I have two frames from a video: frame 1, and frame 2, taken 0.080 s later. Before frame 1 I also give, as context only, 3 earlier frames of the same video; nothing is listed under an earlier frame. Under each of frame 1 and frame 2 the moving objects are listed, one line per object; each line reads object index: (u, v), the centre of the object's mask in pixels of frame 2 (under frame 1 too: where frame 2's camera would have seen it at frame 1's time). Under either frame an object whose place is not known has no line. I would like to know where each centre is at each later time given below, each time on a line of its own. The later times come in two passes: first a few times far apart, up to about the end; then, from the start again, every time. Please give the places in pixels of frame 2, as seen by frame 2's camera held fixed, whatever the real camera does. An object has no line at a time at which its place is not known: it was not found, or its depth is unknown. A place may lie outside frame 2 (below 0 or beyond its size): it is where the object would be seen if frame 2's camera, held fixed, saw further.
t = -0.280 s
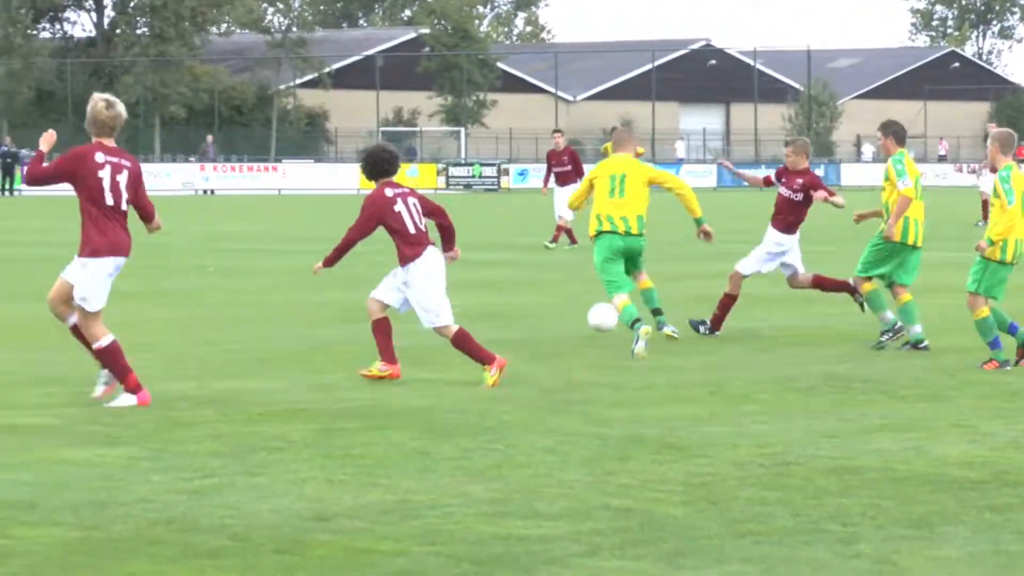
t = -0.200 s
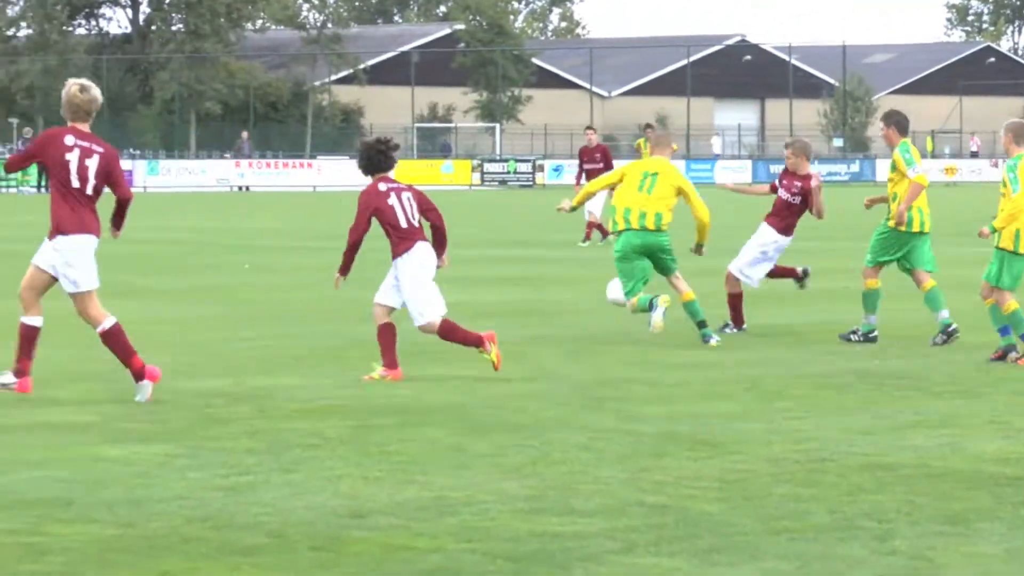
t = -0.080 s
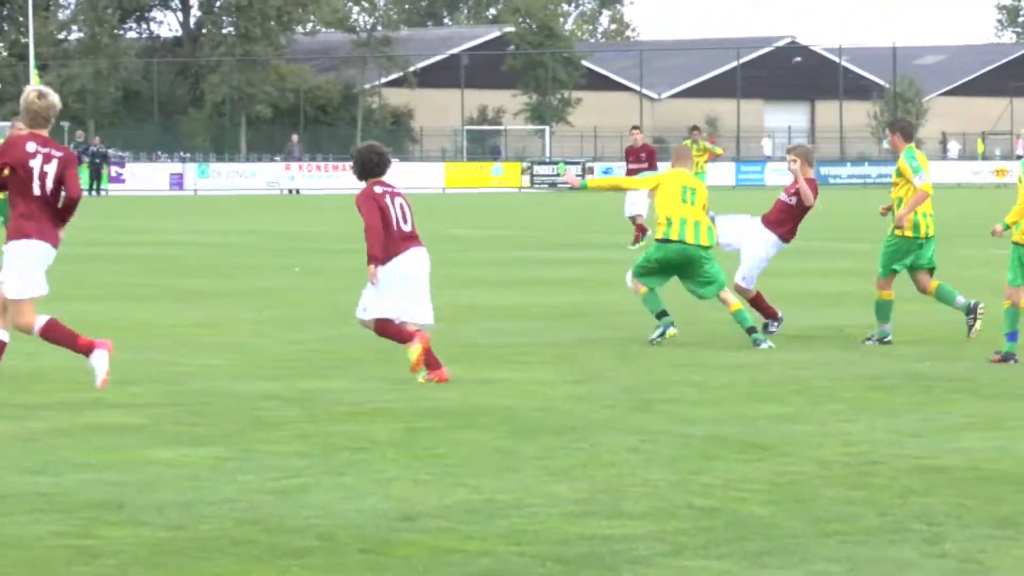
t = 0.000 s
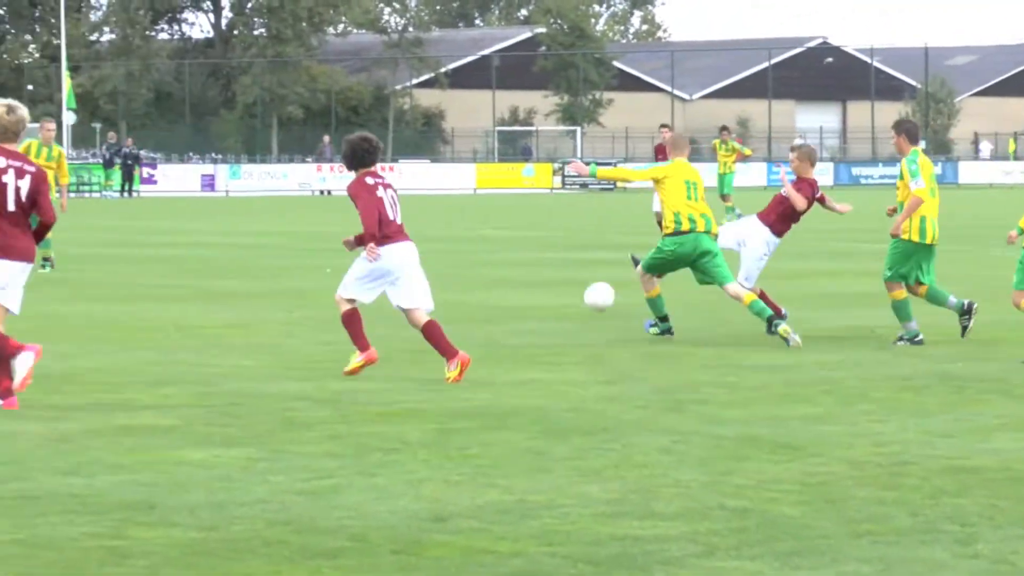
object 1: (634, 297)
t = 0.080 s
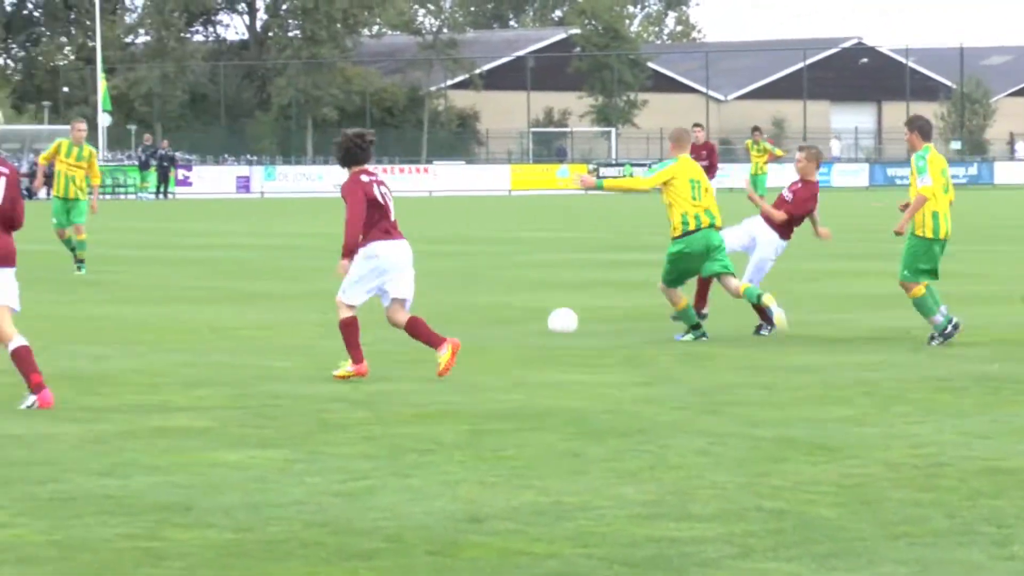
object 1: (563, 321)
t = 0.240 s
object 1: (444, 301)
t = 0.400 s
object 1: (329, 315)
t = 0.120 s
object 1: (532, 314)
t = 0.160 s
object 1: (503, 308)
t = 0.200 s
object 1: (473, 303)
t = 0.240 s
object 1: (444, 301)
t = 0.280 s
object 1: (414, 302)
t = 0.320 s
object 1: (385, 304)
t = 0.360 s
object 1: (357, 308)
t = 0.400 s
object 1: (329, 315)
